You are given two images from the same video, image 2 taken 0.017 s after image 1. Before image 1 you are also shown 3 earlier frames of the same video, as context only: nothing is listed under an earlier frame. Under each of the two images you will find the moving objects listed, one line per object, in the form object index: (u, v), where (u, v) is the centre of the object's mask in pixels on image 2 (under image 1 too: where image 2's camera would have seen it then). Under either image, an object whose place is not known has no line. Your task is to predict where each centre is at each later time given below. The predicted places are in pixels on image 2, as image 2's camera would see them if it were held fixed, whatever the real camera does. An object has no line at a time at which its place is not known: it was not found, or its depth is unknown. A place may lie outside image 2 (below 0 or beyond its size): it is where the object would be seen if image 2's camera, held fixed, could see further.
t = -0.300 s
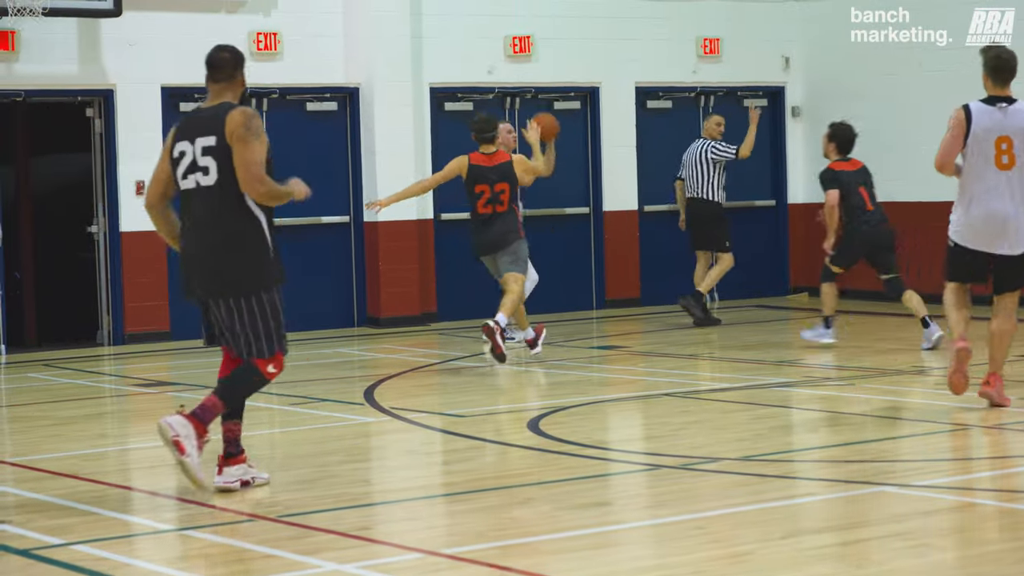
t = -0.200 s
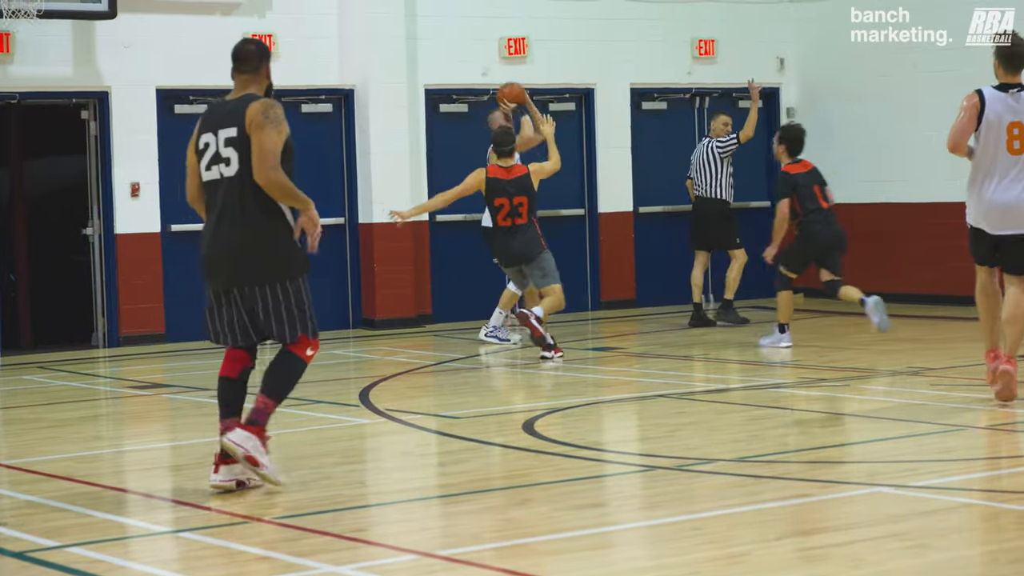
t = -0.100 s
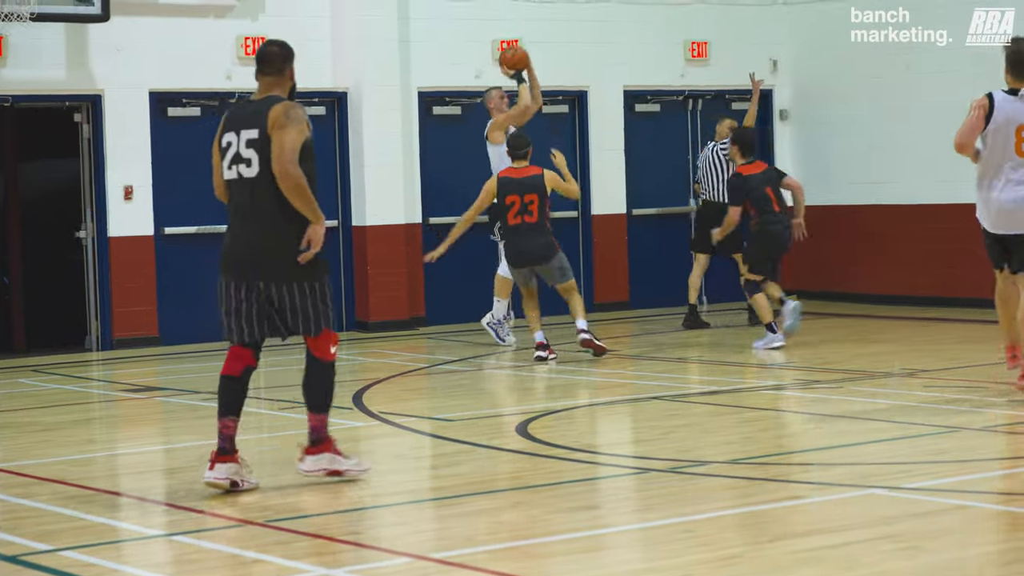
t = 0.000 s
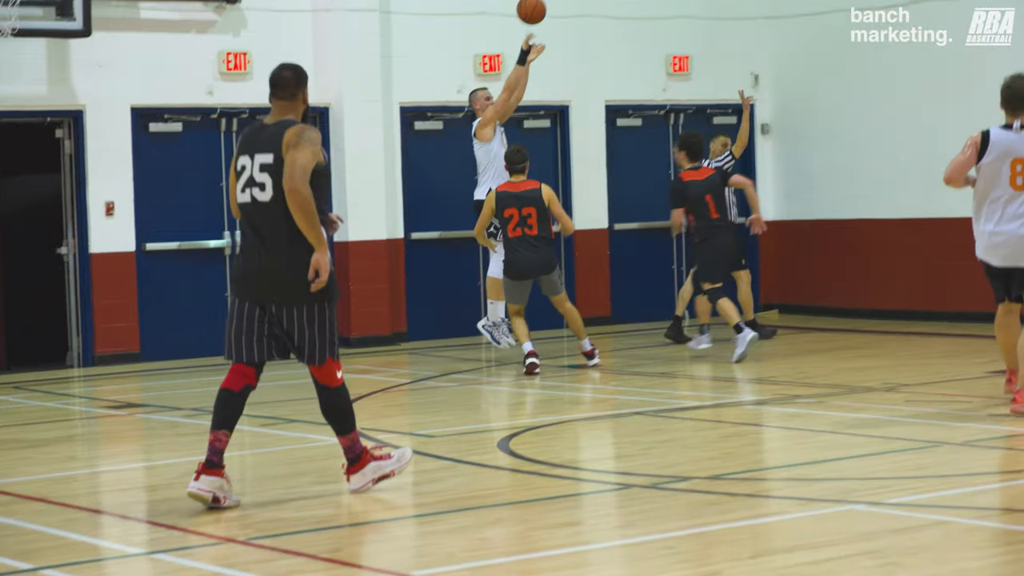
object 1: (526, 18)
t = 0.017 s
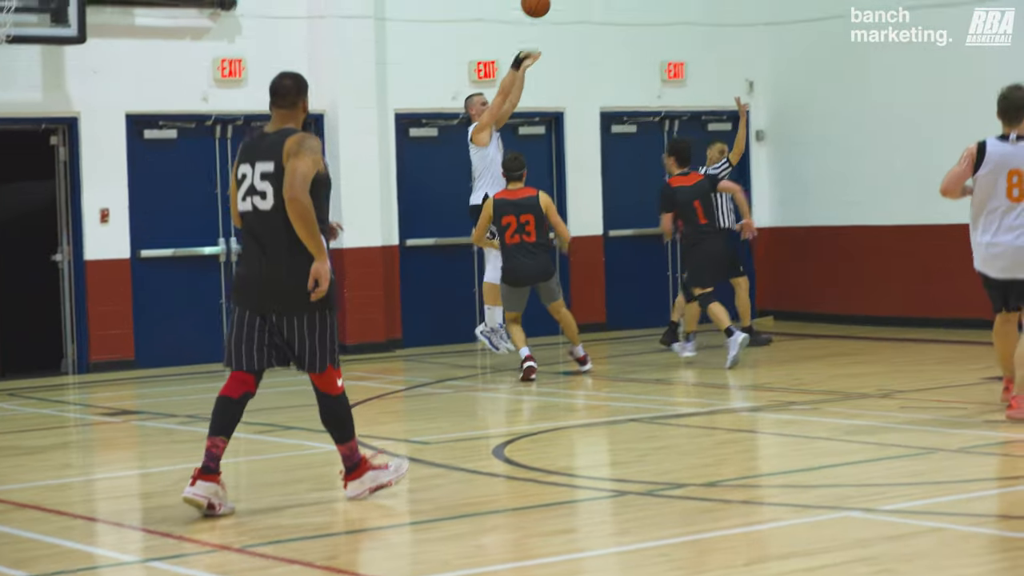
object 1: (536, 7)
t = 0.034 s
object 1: (545, -3)
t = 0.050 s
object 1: (555, -14)
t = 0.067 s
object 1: (565, -27)
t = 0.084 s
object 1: (575, -40)
